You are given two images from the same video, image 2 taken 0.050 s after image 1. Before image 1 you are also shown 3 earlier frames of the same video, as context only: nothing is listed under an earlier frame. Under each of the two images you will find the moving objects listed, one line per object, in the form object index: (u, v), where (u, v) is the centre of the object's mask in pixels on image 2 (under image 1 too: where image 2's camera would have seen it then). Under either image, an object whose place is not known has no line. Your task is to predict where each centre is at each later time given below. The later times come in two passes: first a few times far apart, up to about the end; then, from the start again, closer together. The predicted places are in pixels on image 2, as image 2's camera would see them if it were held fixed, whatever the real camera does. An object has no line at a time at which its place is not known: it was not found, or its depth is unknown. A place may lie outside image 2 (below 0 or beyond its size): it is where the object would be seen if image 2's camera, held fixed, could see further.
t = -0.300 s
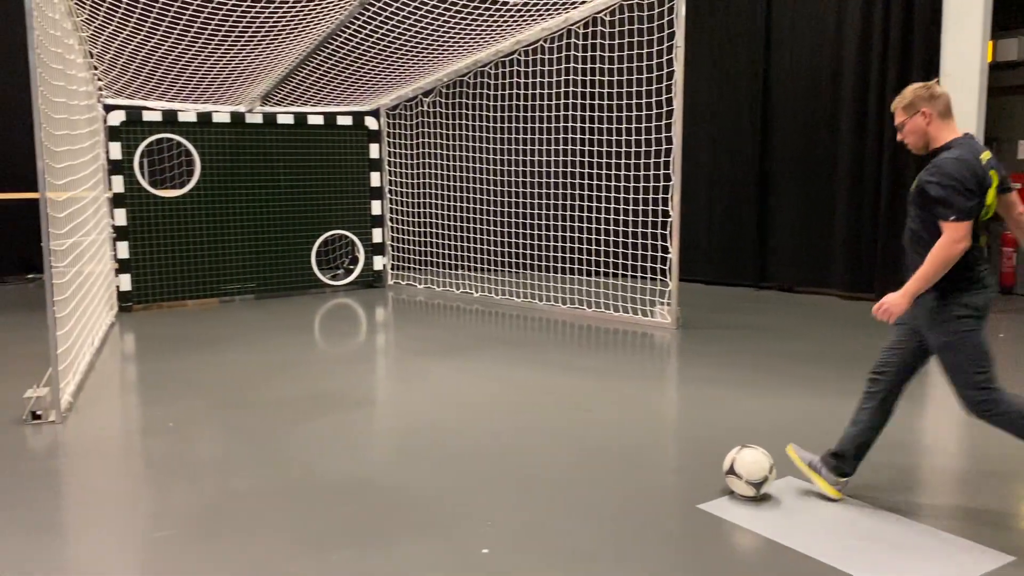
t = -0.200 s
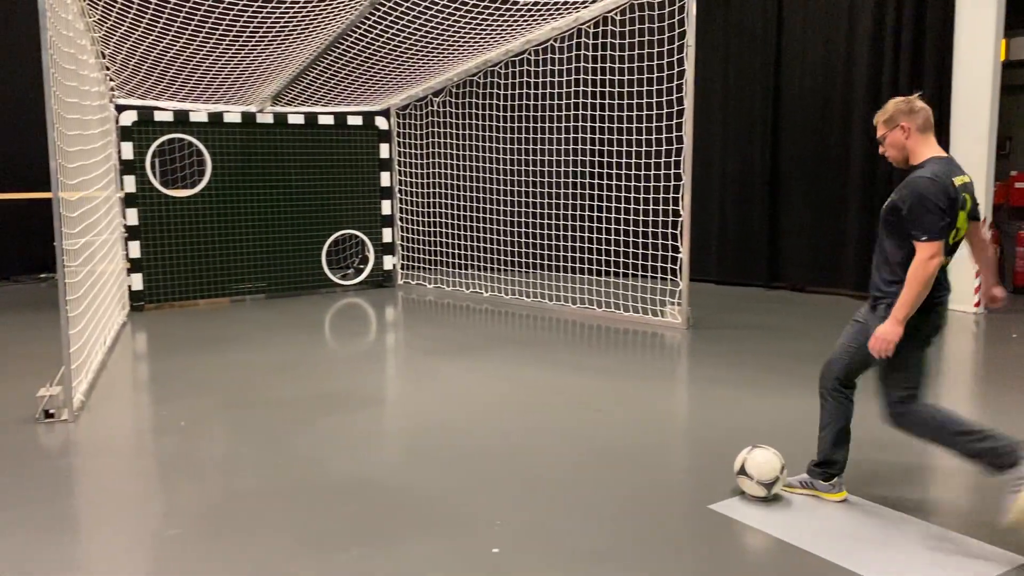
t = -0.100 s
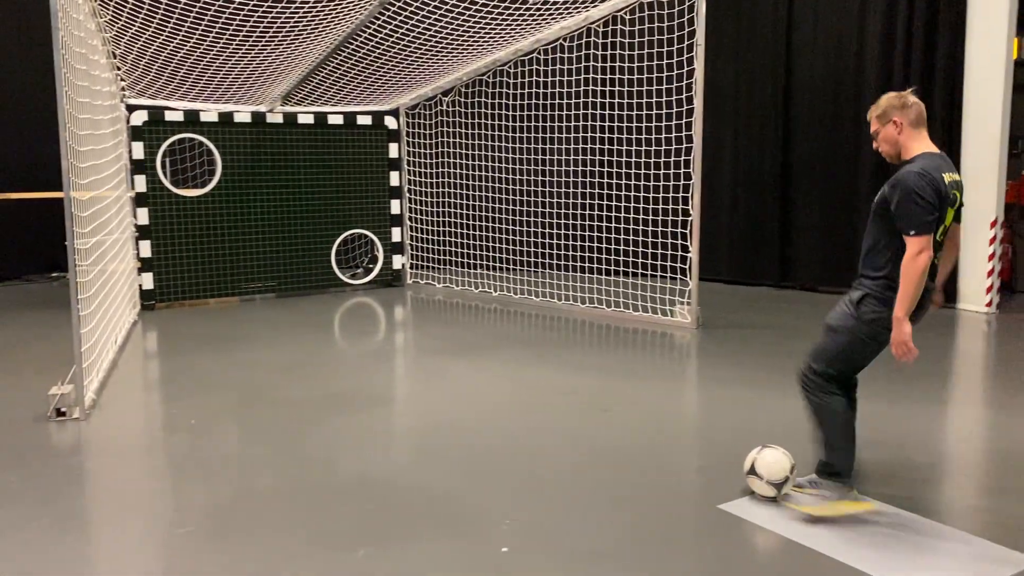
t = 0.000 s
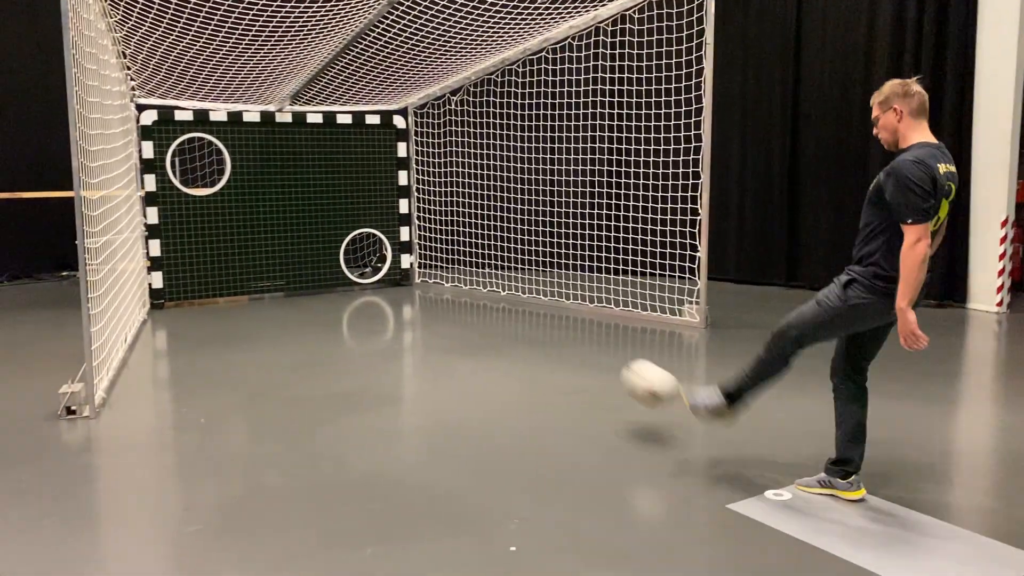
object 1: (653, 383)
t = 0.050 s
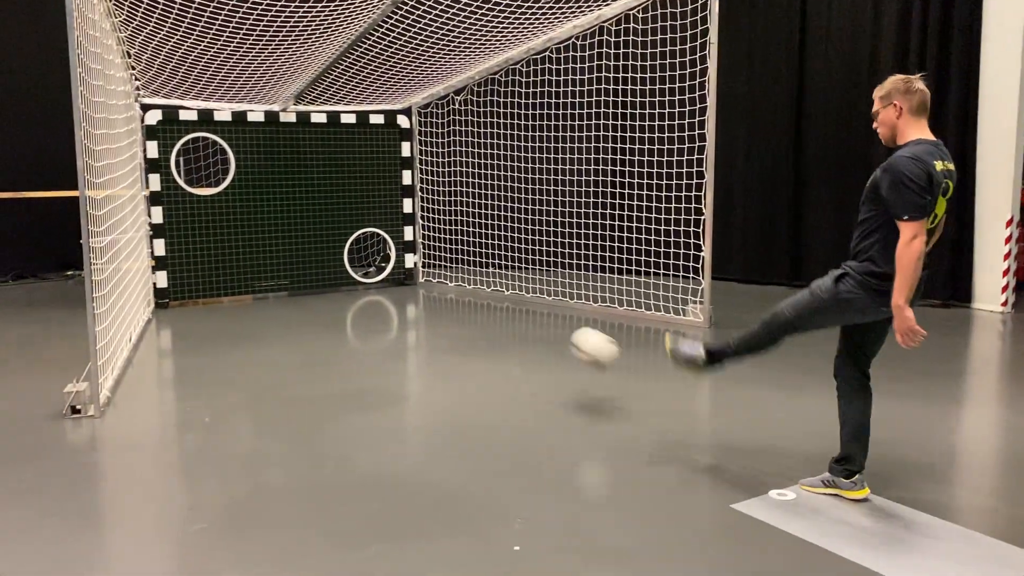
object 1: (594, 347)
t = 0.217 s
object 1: (465, 293)
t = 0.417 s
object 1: (382, 290)
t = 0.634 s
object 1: (394, 239)
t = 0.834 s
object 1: (487, 203)
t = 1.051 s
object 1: (582, 204)
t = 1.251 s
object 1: (630, 241)
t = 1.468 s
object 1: (661, 293)
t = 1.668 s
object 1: (649, 267)
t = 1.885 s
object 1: (635, 290)
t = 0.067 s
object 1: (577, 338)
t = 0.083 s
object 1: (561, 330)
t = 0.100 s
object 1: (546, 322)
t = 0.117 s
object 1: (533, 317)
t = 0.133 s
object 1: (520, 309)
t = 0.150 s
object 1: (508, 304)
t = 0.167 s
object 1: (496, 302)
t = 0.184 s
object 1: (485, 299)
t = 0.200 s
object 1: (474, 295)
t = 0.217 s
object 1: (465, 293)
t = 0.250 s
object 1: (448, 290)
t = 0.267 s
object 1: (439, 287)
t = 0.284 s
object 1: (432, 286)
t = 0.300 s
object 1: (424, 285)
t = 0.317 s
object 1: (417, 286)
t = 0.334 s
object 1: (411, 284)
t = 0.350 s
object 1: (405, 286)
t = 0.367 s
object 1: (399, 287)
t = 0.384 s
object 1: (392, 288)
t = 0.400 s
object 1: (387, 289)
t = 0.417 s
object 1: (382, 290)
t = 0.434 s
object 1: (377, 293)
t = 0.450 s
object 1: (374, 288)
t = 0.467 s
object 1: (370, 283)
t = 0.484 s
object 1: (367, 279)
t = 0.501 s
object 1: (364, 275)
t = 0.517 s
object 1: (361, 271)
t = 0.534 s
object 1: (359, 268)
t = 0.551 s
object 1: (359, 264)
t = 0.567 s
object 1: (364, 260)
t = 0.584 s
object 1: (371, 253)
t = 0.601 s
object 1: (379, 249)
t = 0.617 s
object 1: (386, 245)
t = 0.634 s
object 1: (394, 239)
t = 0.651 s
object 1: (401, 235)
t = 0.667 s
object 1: (408, 232)
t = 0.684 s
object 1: (415, 228)
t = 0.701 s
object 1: (424, 224)
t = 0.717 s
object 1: (432, 220)
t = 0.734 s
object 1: (439, 218)
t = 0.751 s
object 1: (447, 215)
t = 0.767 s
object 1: (455, 212)
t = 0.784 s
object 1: (463, 209)
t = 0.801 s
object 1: (471, 207)
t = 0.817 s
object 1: (479, 205)
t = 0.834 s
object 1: (487, 203)
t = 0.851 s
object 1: (495, 202)
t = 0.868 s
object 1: (503, 201)
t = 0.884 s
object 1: (511, 200)
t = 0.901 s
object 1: (520, 199)
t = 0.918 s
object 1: (528, 198)
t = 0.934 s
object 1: (536, 197)
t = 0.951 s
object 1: (544, 198)
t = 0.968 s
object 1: (551, 198)
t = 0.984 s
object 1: (559, 198)
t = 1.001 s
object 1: (565, 199)
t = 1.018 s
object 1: (572, 200)
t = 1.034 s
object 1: (577, 202)
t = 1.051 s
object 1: (582, 204)
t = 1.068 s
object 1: (586, 206)
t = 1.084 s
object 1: (592, 208)
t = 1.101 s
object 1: (597, 210)
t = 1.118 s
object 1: (600, 212)
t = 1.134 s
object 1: (605, 216)
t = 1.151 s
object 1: (609, 219)
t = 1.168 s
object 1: (612, 221)
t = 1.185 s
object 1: (616, 225)
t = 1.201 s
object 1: (619, 229)
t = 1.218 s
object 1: (623, 233)
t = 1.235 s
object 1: (627, 237)
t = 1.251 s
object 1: (630, 241)
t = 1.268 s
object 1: (634, 246)
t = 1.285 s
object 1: (637, 251)
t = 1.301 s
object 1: (642, 257)
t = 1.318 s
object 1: (644, 261)
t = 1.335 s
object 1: (646, 267)
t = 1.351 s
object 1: (650, 273)
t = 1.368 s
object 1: (652, 280)
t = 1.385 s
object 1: (655, 286)
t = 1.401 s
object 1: (659, 294)
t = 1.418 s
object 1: (662, 302)
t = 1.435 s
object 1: (663, 303)
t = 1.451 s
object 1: (661, 298)
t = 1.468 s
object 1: (661, 293)
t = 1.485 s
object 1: (660, 290)
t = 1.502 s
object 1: (659, 287)
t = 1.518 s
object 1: (658, 284)
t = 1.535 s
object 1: (657, 280)
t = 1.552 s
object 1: (656, 277)
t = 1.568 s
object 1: (656, 275)
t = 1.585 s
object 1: (654, 274)
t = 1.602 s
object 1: (653, 272)
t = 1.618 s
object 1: (652, 270)
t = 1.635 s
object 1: (652, 269)
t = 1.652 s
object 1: (651, 268)
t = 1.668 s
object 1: (649, 267)
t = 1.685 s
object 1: (648, 267)
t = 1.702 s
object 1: (647, 268)
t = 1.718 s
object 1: (646, 268)
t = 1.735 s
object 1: (645, 269)
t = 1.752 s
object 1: (644, 269)
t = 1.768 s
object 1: (643, 270)
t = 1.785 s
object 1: (642, 272)
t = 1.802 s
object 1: (640, 275)
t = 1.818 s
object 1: (640, 277)
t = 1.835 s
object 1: (637, 281)
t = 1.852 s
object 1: (636, 284)
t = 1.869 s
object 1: (635, 287)
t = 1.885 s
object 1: (635, 290)
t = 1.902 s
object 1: (632, 295)
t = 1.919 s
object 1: (631, 299)
